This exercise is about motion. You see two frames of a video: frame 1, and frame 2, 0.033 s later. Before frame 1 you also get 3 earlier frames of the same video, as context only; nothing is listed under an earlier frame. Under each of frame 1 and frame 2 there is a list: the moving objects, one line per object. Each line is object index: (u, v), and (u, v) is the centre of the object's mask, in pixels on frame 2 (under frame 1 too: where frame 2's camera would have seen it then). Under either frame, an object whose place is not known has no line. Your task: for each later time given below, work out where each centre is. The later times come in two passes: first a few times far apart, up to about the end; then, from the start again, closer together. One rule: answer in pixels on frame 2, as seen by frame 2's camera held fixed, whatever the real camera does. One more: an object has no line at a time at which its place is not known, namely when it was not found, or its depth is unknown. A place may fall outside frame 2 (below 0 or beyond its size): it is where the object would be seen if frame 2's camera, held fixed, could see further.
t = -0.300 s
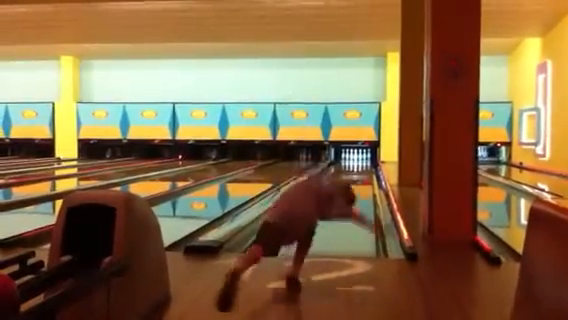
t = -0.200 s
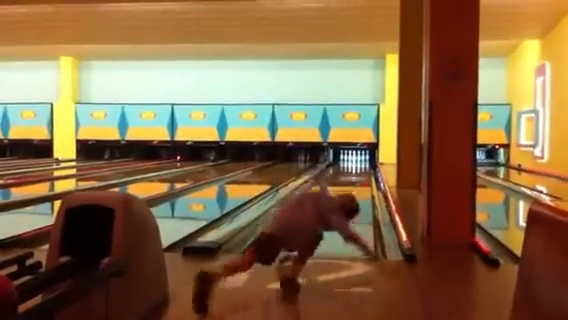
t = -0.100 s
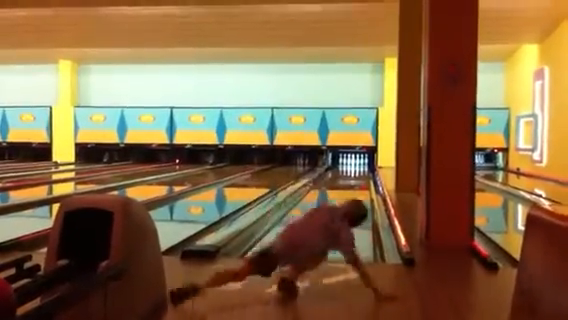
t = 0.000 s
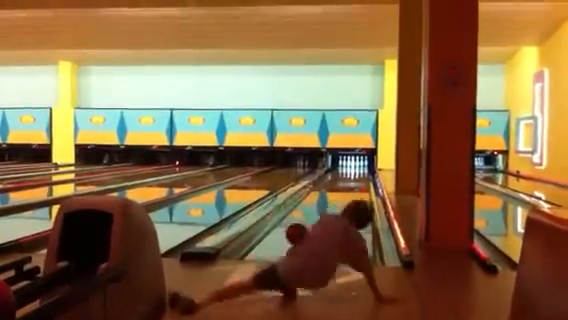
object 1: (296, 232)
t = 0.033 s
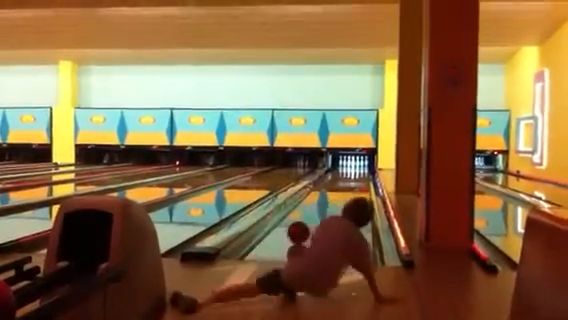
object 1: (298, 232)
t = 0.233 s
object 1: (305, 222)
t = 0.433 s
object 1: (311, 215)
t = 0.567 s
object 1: (315, 210)
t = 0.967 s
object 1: (322, 201)
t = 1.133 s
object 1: (325, 199)
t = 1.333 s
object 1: (327, 195)
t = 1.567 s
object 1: (331, 191)
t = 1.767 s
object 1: (333, 189)
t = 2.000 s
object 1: (336, 187)
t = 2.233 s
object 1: (338, 186)
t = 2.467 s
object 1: (340, 184)
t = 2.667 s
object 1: (341, 180)
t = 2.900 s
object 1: (342, 178)
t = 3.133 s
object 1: (343, 177)
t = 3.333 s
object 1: (345, 177)
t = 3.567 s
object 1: (346, 175)
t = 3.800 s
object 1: (346, 175)
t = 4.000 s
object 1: (348, 173)
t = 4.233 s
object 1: (349, 173)
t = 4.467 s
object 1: (349, 172)
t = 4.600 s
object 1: (349, 171)
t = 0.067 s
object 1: (299, 230)
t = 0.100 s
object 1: (301, 229)
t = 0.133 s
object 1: (302, 227)
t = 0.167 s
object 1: (303, 226)
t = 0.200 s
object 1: (304, 224)
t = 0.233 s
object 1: (305, 222)
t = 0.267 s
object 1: (306, 221)
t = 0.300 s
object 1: (307, 220)
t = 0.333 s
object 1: (308, 219)
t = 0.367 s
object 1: (309, 218)
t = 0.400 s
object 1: (310, 217)
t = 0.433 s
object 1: (311, 215)
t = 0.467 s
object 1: (312, 215)
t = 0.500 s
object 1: (313, 213)
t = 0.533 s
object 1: (313, 212)
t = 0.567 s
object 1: (315, 210)
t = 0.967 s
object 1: (322, 201)
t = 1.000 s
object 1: (323, 201)
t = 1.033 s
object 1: (323, 200)
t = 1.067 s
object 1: (324, 200)
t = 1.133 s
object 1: (325, 199)
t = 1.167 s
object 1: (325, 198)
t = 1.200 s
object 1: (326, 198)
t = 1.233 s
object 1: (326, 197)
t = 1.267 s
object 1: (326, 197)
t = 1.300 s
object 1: (327, 196)
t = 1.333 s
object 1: (327, 195)
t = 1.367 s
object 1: (328, 195)
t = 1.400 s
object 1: (329, 194)
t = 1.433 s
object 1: (329, 194)
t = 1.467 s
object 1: (329, 193)
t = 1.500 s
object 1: (330, 193)
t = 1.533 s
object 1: (330, 192)
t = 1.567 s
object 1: (331, 191)
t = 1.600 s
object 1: (331, 191)
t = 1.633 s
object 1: (332, 191)
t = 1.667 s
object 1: (332, 190)
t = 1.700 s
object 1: (332, 190)
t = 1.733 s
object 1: (333, 190)
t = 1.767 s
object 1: (333, 189)
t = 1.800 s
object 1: (333, 189)
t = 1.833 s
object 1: (334, 188)
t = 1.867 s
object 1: (334, 187)
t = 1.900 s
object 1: (334, 187)
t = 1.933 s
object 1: (335, 187)
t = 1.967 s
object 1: (336, 187)
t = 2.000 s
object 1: (336, 187)
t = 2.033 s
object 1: (336, 187)
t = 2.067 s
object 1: (336, 187)
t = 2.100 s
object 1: (336, 186)
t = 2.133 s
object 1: (336, 187)
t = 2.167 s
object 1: (337, 186)
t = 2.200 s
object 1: (338, 186)
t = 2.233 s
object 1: (338, 186)
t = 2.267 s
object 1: (339, 186)
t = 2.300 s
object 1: (339, 185)
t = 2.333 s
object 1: (339, 185)
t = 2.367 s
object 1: (339, 184)
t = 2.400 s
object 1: (339, 184)
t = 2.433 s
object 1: (339, 184)
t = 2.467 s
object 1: (340, 184)
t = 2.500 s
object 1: (340, 184)
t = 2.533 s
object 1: (340, 183)
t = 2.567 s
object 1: (341, 182)
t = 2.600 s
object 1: (341, 182)
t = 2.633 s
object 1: (341, 181)
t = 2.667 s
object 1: (341, 180)
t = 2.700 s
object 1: (341, 180)
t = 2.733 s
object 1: (341, 180)
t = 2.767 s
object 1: (341, 180)
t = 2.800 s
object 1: (341, 180)
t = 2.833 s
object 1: (341, 179)
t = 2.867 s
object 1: (341, 178)
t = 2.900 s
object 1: (342, 178)
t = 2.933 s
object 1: (341, 178)
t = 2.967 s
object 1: (342, 178)
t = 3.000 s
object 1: (342, 178)
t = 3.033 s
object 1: (342, 178)
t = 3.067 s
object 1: (343, 177)
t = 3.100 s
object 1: (343, 177)
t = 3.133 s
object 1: (343, 177)
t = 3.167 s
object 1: (343, 177)
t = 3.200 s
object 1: (344, 177)
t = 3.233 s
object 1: (344, 177)
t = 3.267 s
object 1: (344, 177)
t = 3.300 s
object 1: (344, 177)
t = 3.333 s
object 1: (345, 177)
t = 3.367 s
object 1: (345, 176)
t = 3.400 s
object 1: (345, 175)
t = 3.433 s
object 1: (345, 175)
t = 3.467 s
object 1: (345, 176)
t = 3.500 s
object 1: (346, 176)
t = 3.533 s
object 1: (346, 175)
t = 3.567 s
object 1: (346, 175)
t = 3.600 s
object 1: (346, 175)
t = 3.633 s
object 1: (346, 175)
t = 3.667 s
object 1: (346, 175)
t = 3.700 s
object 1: (346, 175)
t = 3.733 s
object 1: (346, 175)
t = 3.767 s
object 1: (346, 175)
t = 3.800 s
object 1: (346, 175)
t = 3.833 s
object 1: (347, 174)
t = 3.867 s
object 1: (347, 174)
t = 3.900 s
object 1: (347, 174)
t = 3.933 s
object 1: (347, 173)
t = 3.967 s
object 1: (348, 173)
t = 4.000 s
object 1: (348, 173)
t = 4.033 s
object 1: (348, 173)
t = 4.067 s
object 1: (348, 173)
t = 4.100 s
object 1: (348, 173)
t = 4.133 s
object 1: (349, 173)
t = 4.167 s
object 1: (349, 173)
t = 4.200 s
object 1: (349, 173)
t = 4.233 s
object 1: (349, 173)
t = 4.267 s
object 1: (349, 173)
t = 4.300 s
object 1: (349, 173)
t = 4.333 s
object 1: (349, 172)
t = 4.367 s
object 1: (349, 172)
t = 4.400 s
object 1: (349, 172)
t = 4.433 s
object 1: (349, 172)
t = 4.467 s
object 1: (349, 172)
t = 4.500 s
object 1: (349, 171)
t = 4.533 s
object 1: (349, 172)
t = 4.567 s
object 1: (349, 172)
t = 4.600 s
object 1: (349, 171)
